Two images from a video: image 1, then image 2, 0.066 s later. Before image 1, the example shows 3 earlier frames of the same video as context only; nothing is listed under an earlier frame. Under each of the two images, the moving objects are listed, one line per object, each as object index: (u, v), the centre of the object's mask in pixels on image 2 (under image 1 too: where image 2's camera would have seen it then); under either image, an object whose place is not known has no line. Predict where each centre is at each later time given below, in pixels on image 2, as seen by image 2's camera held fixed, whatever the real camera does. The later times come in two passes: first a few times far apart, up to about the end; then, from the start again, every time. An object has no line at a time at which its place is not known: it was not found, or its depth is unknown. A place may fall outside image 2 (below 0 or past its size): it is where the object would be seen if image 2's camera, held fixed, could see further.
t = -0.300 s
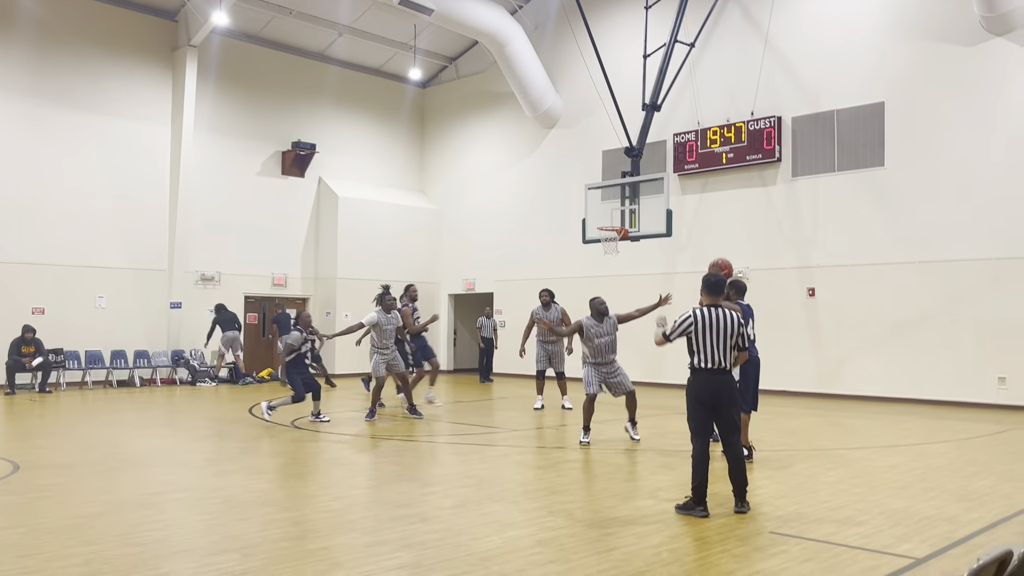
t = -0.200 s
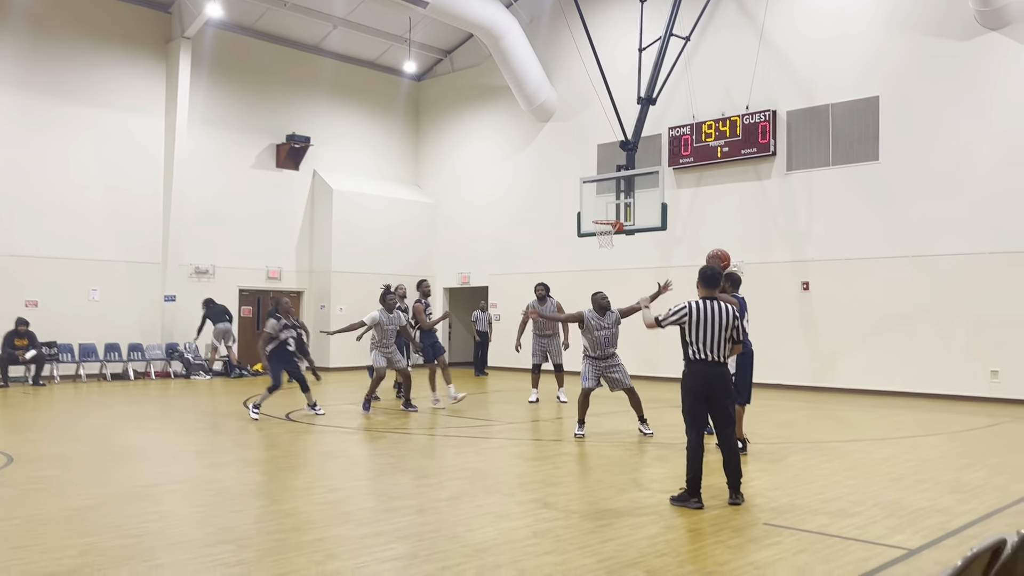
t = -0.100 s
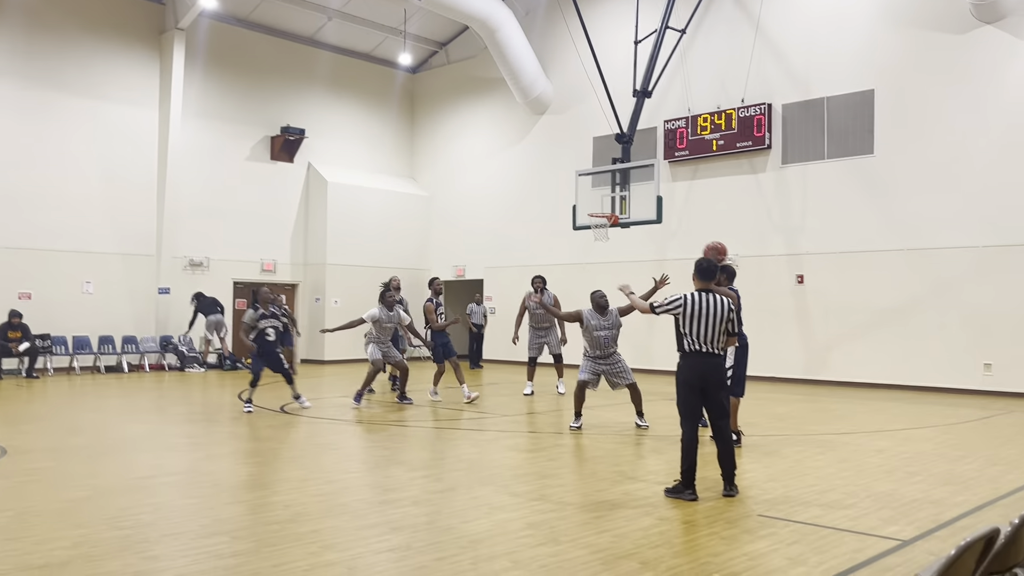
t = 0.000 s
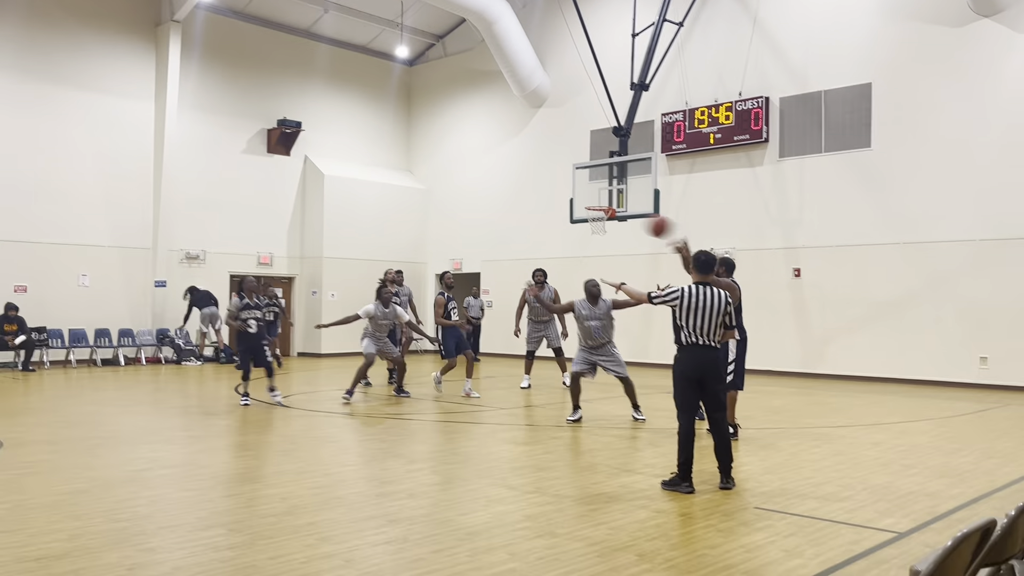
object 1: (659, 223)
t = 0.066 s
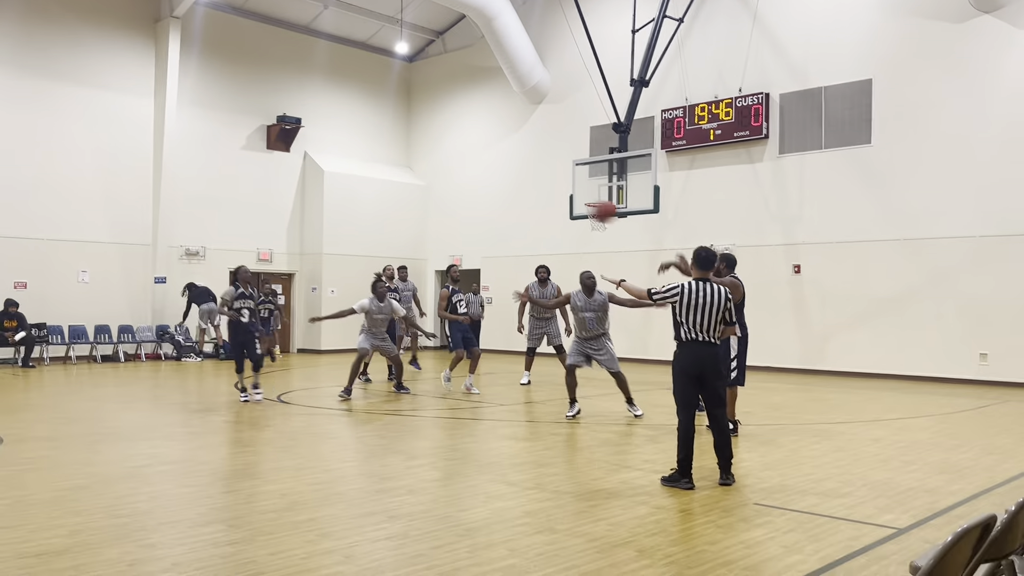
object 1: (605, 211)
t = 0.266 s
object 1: (447, 202)
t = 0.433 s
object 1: (326, 222)
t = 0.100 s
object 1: (575, 207)
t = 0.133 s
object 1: (549, 204)
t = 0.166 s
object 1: (523, 202)
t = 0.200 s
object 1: (497, 201)
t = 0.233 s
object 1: (472, 201)
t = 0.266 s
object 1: (447, 202)
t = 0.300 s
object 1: (421, 204)
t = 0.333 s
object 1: (396, 208)
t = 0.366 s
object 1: (372, 212)
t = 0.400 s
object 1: (348, 216)
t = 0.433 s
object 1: (326, 222)
